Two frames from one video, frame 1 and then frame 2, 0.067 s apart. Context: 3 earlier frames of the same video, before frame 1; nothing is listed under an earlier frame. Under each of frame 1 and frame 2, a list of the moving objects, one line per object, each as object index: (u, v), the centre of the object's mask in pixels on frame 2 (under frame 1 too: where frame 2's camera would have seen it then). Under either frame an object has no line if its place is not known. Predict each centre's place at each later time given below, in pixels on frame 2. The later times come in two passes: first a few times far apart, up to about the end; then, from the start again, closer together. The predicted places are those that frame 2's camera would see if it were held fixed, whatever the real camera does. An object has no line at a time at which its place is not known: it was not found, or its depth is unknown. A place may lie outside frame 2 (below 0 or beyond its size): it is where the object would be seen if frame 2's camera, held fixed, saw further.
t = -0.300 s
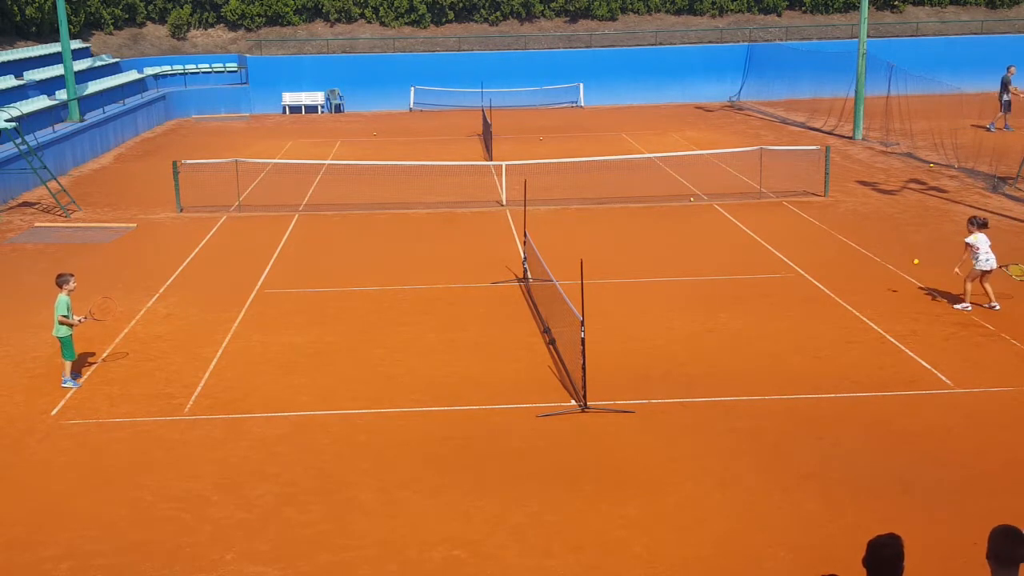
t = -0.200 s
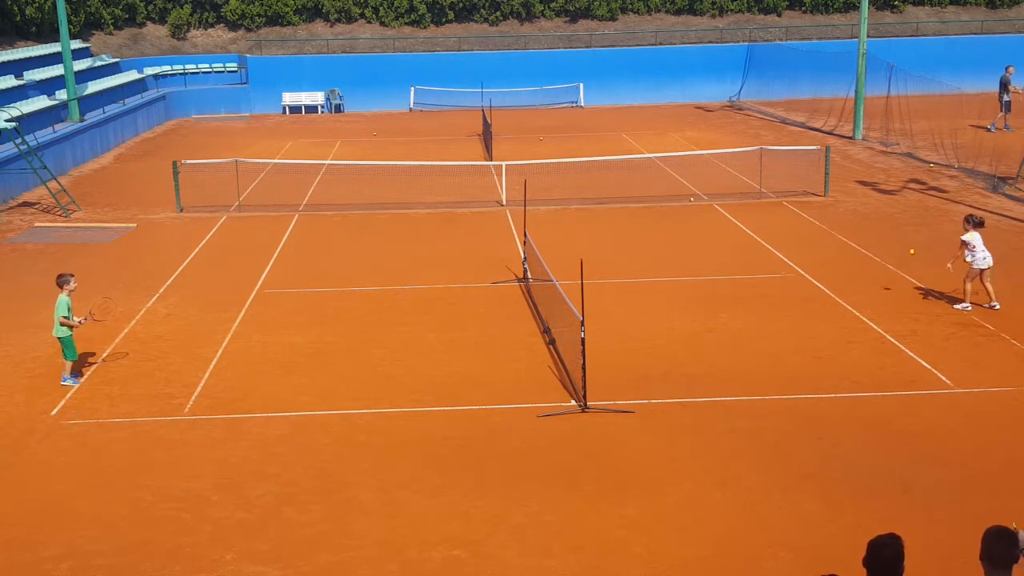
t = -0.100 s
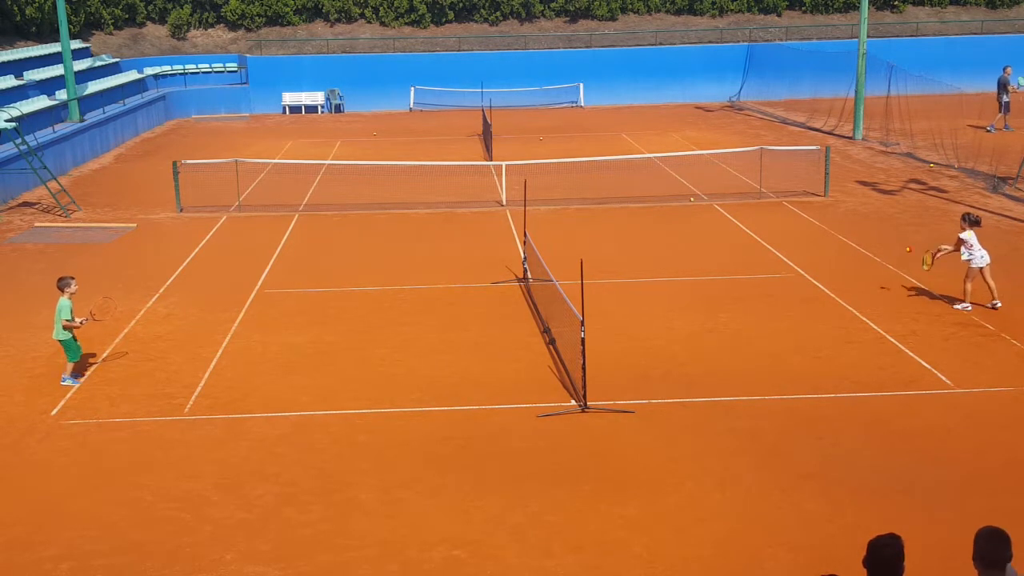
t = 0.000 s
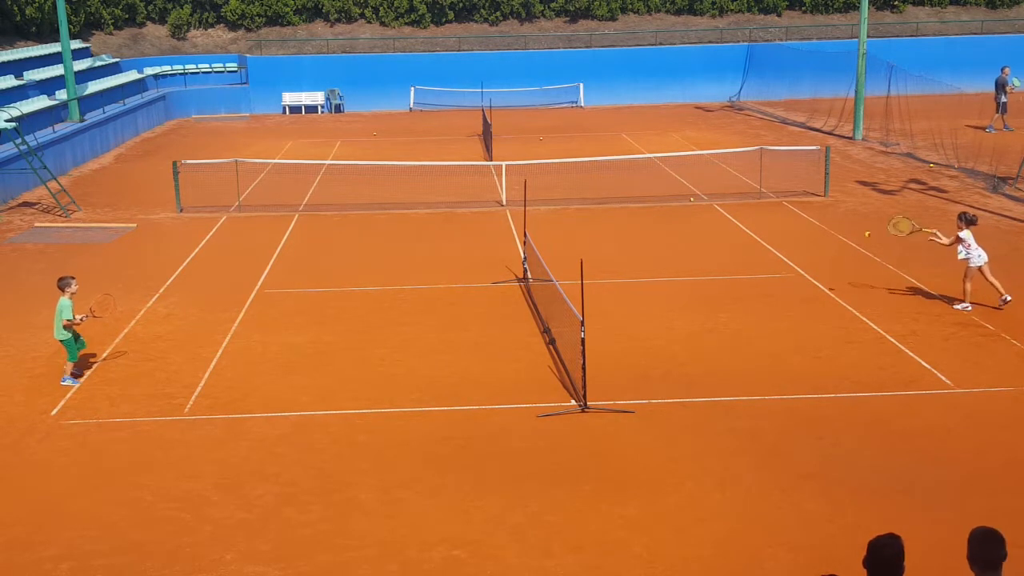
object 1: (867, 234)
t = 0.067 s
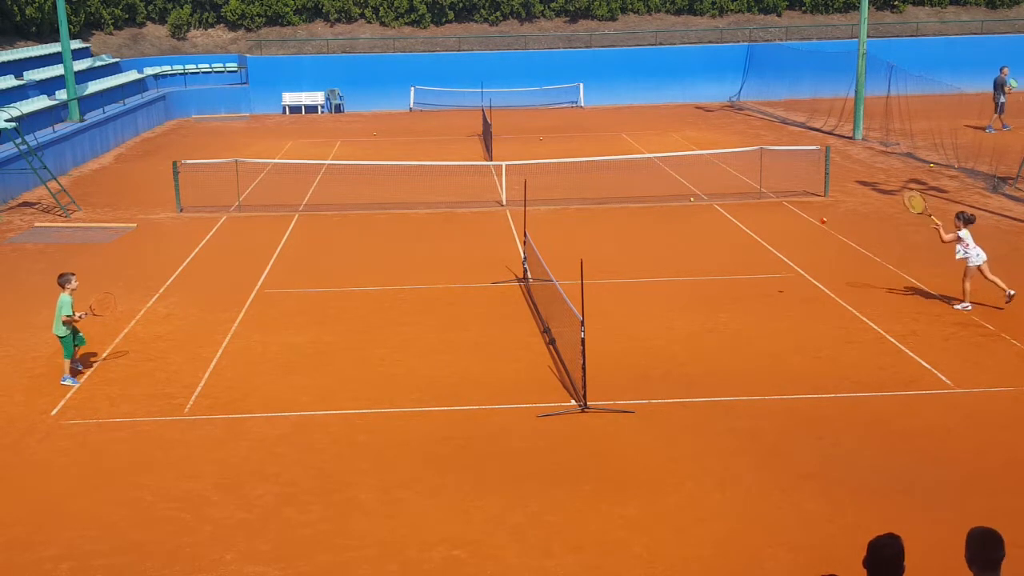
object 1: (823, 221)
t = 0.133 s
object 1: (777, 210)
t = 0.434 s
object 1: (564, 207)
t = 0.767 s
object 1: (316, 296)
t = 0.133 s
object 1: (777, 210)
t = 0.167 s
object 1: (754, 206)
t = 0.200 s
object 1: (731, 203)
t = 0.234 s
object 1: (707, 201)
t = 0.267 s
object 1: (685, 200)
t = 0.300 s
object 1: (661, 199)
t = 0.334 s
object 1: (636, 199)
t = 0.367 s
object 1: (614, 201)
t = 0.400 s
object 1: (589, 204)
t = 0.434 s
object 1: (564, 207)
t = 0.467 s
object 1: (540, 211)
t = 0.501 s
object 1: (515, 217)
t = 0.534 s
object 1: (491, 223)
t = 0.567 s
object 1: (465, 230)
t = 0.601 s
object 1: (441, 238)
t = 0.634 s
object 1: (416, 248)
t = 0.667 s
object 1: (390, 258)
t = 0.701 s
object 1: (365, 270)
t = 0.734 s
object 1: (340, 282)
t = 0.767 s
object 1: (316, 296)
